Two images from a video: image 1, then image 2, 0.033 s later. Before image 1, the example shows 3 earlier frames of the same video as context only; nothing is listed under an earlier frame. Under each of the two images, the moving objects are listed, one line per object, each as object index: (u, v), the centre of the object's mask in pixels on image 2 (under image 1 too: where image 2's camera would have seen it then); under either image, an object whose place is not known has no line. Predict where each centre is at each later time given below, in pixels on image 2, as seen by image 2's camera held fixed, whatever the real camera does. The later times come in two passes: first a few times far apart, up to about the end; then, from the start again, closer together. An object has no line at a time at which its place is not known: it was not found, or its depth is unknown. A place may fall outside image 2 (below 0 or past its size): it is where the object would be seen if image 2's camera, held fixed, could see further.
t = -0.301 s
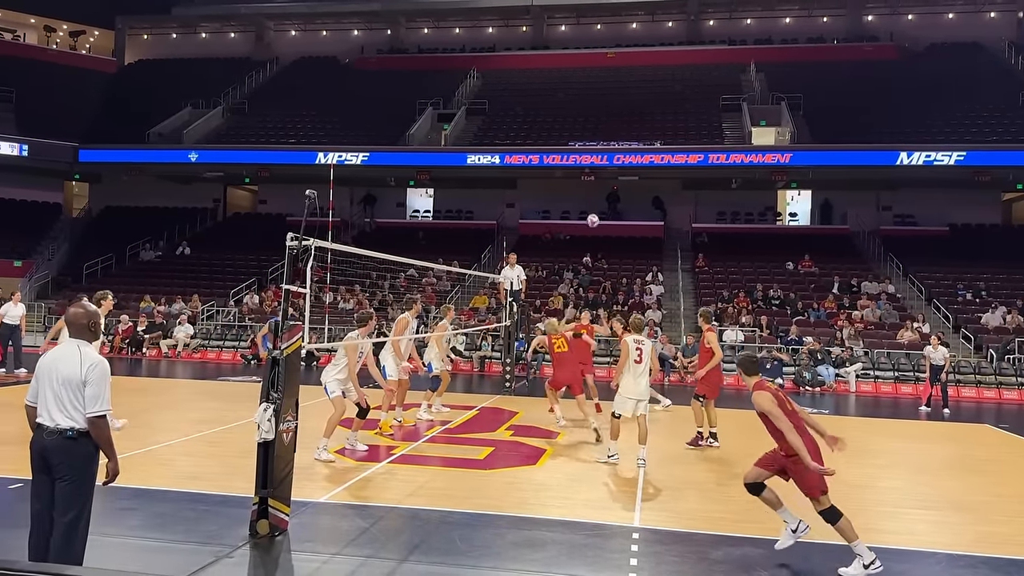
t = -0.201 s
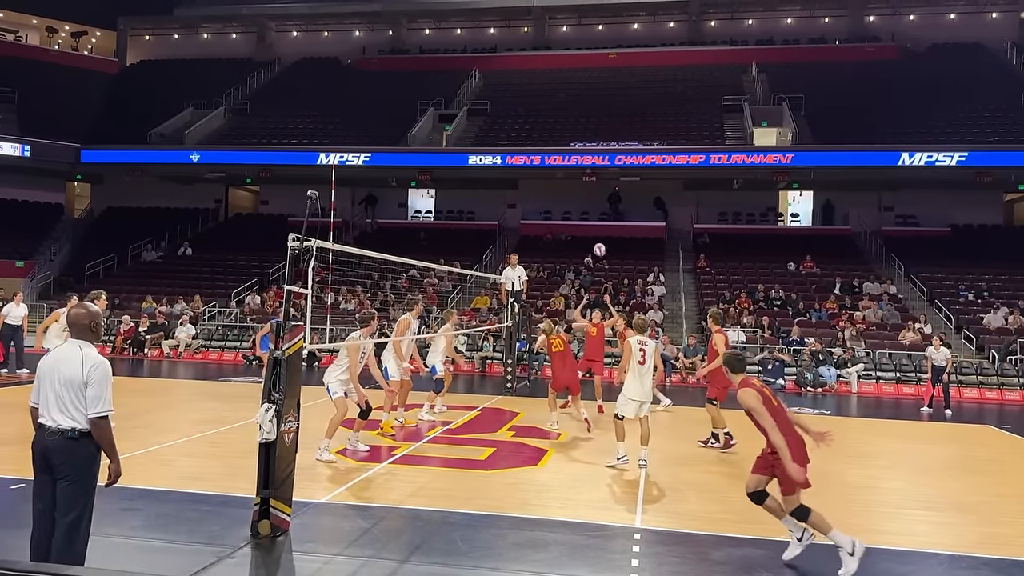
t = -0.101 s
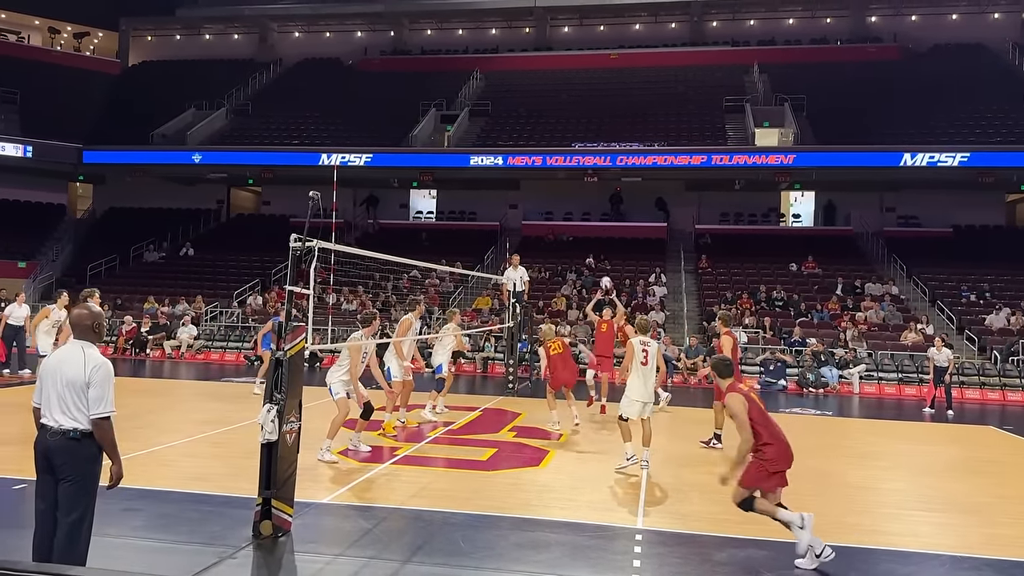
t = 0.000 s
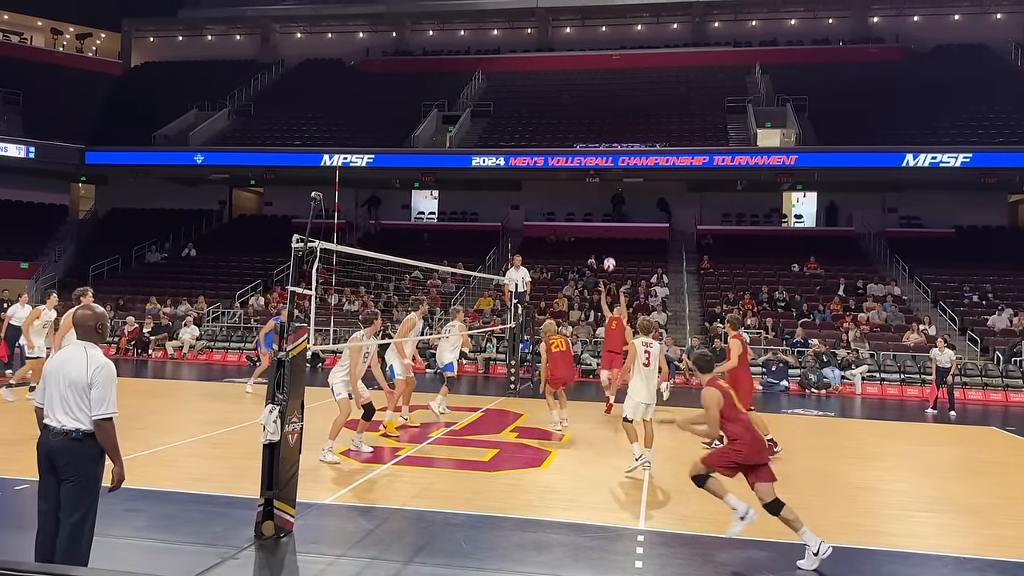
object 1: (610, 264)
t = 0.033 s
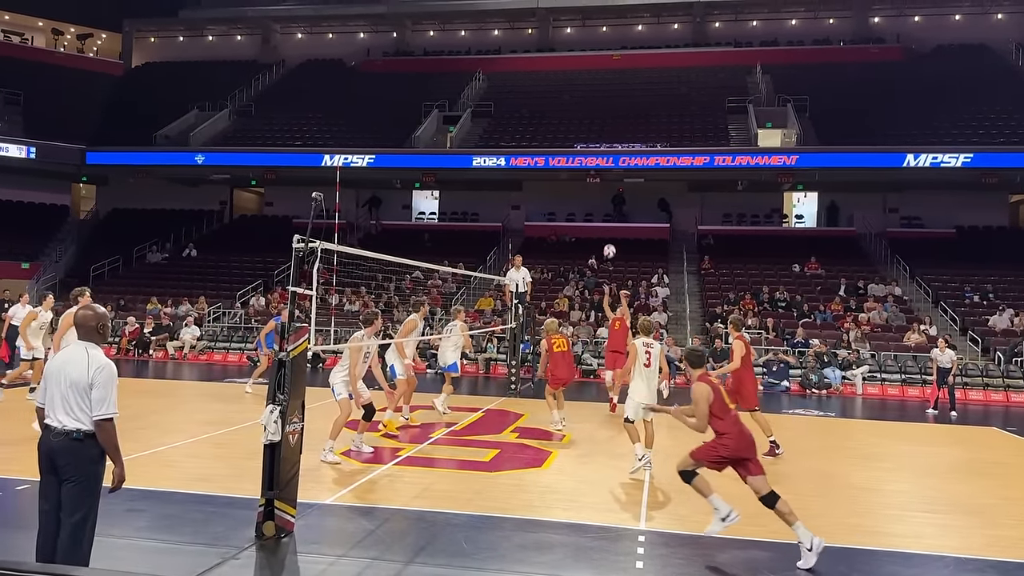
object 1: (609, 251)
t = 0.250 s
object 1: (605, 173)
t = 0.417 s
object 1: (604, 126)
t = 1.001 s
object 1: (592, 100)
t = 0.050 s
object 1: (609, 244)
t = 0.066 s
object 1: (608, 238)
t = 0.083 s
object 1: (608, 231)
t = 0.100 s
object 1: (608, 225)
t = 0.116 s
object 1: (607, 219)
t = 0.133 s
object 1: (607, 213)
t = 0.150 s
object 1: (607, 207)
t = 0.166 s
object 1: (607, 201)
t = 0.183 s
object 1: (606, 195)
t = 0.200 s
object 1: (606, 189)
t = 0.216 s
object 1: (606, 184)
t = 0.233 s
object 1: (606, 178)
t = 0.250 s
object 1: (605, 173)
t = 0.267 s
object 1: (605, 168)
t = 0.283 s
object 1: (604, 163)
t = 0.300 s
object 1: (604, 157)
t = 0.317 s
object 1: (604, 152)
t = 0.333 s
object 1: (604, 148)
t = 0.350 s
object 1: (604, 143)
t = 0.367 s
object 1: (604, 139)
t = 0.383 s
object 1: (604, 135)
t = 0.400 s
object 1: (604, 130)
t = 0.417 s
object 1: (604, 126)
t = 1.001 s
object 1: (592, 100)
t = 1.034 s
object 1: (591, 107)
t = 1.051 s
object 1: (590, 112)
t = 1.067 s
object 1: (589, 116)
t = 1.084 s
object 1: (589, 121)
